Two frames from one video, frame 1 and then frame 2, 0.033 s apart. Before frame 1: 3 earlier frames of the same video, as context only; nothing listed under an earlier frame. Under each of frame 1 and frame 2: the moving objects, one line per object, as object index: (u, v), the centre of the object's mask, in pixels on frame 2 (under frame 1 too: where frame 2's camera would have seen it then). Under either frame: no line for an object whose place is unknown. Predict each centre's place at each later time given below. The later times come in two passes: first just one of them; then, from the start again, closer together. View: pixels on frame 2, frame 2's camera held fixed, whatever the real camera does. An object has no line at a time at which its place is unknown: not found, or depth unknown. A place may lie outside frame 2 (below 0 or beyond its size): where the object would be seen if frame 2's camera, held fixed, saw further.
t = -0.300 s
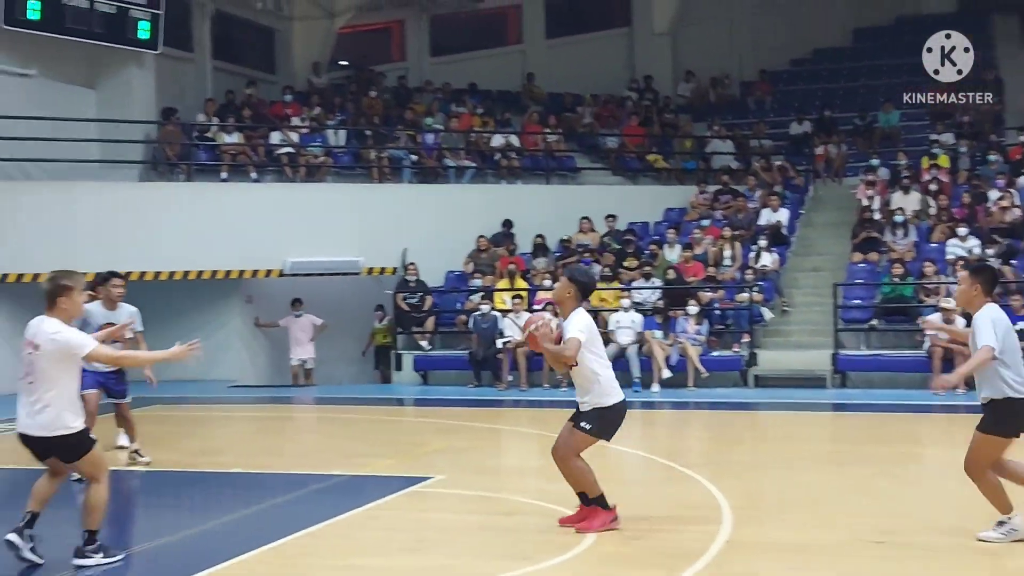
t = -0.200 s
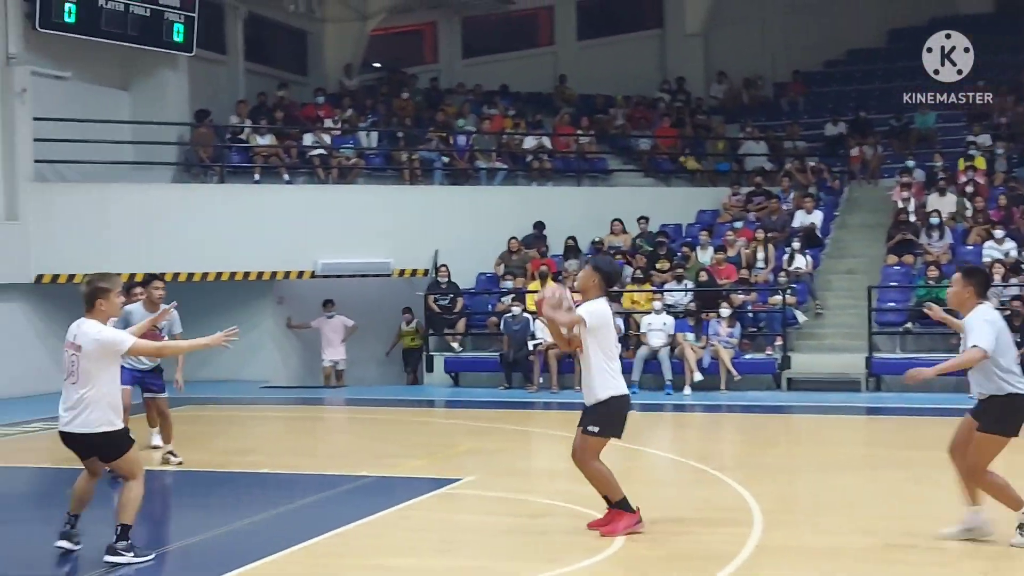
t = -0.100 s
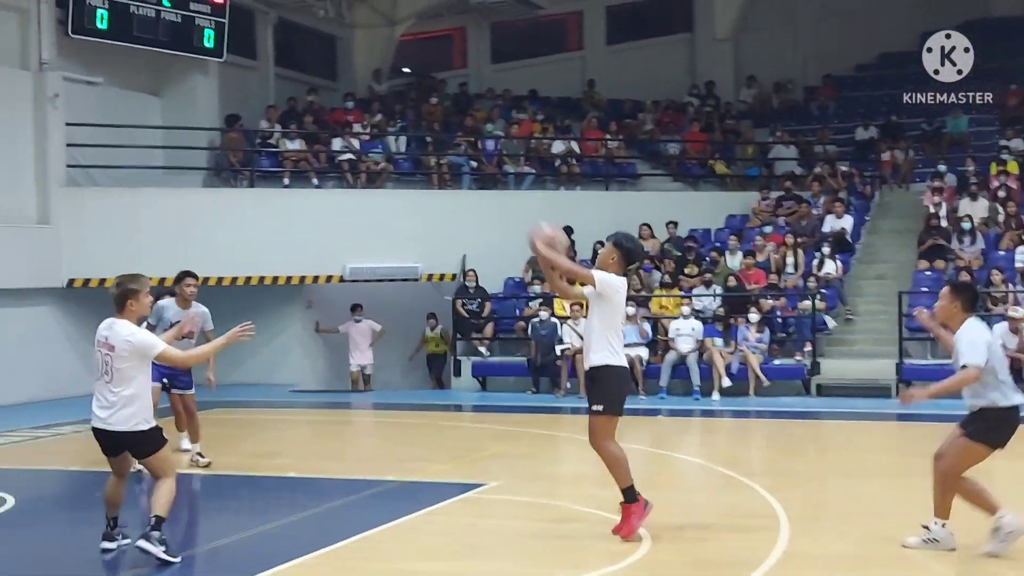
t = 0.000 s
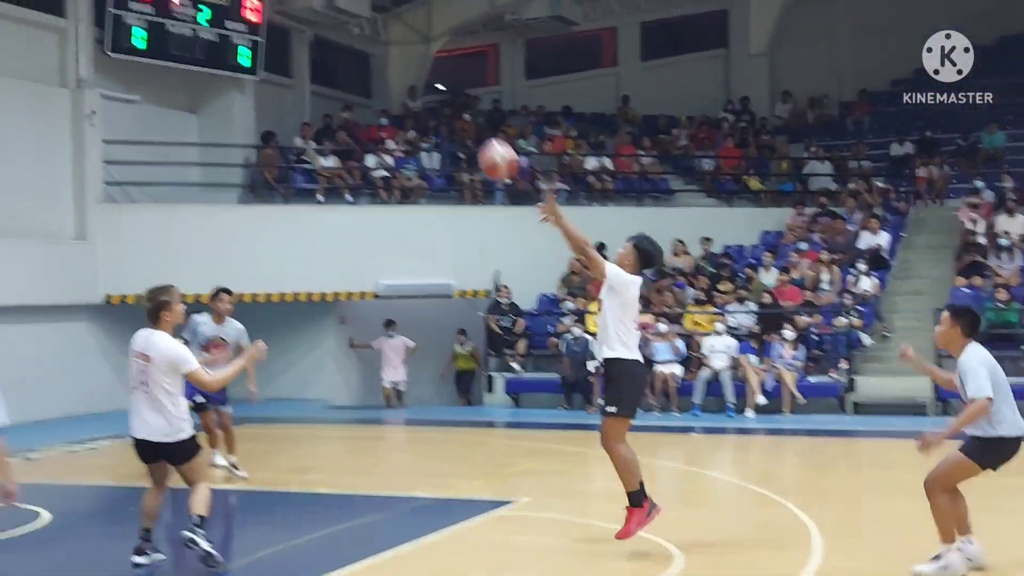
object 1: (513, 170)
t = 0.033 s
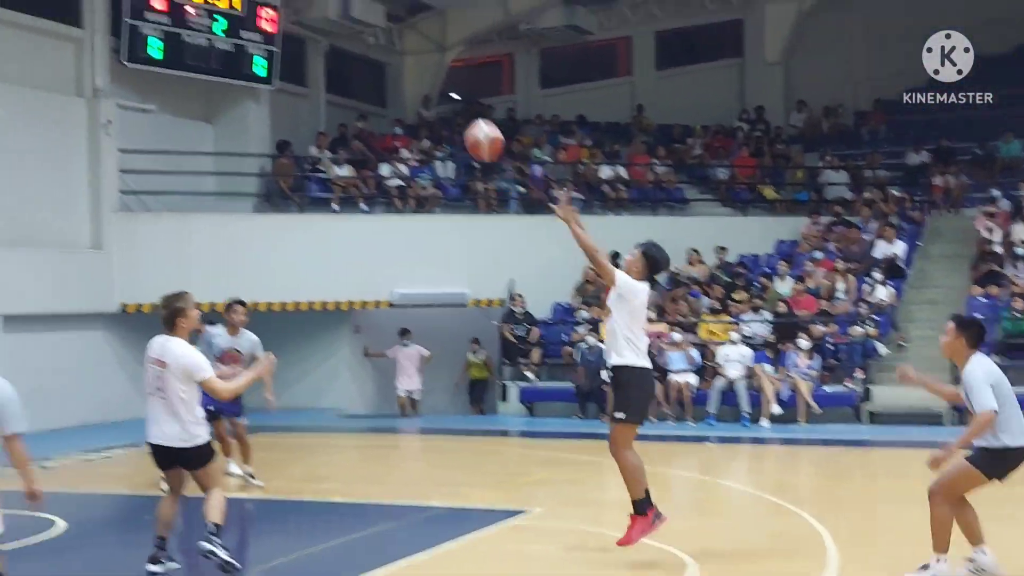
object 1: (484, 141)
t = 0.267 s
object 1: (291, -11)
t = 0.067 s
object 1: (455, 113)
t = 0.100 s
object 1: (427, 87)
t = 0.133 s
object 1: (399, 64)
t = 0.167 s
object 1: (371, 42)
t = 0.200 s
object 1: (345, 23)
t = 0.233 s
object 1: (318, 5)
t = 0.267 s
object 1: (291, -11)
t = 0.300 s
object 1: (266, -26)
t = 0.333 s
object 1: (241, -38)
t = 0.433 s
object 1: (167, -65)
